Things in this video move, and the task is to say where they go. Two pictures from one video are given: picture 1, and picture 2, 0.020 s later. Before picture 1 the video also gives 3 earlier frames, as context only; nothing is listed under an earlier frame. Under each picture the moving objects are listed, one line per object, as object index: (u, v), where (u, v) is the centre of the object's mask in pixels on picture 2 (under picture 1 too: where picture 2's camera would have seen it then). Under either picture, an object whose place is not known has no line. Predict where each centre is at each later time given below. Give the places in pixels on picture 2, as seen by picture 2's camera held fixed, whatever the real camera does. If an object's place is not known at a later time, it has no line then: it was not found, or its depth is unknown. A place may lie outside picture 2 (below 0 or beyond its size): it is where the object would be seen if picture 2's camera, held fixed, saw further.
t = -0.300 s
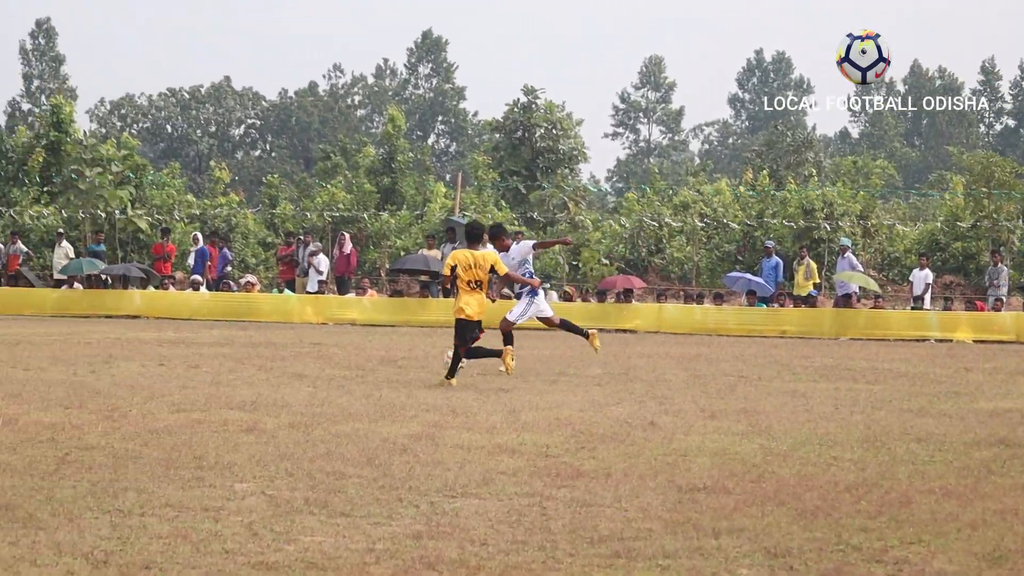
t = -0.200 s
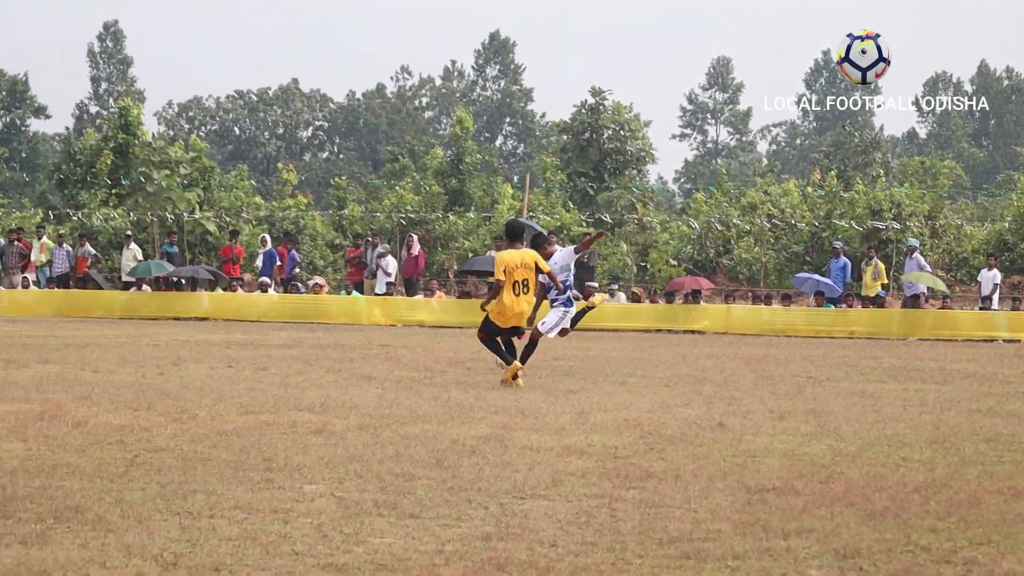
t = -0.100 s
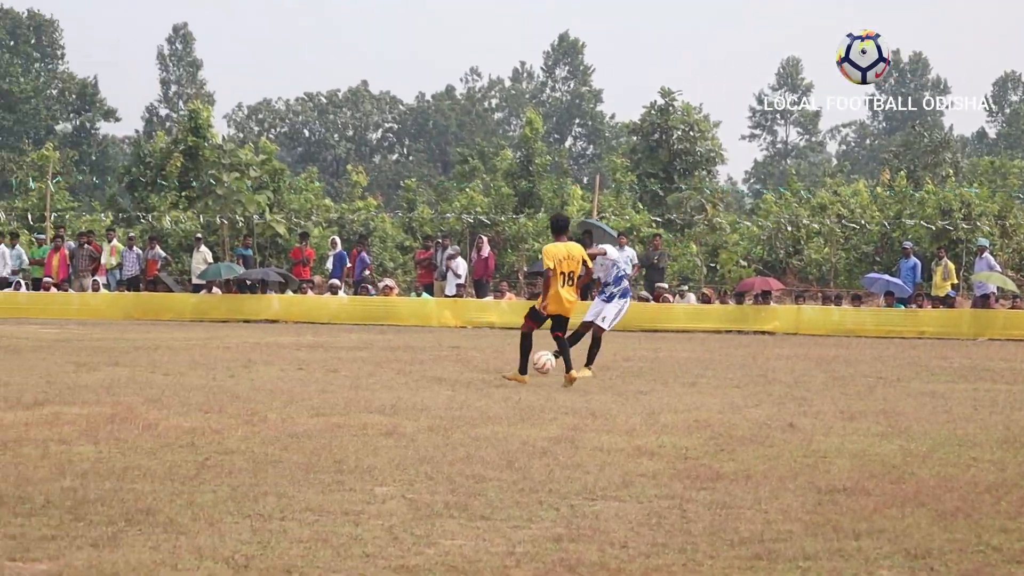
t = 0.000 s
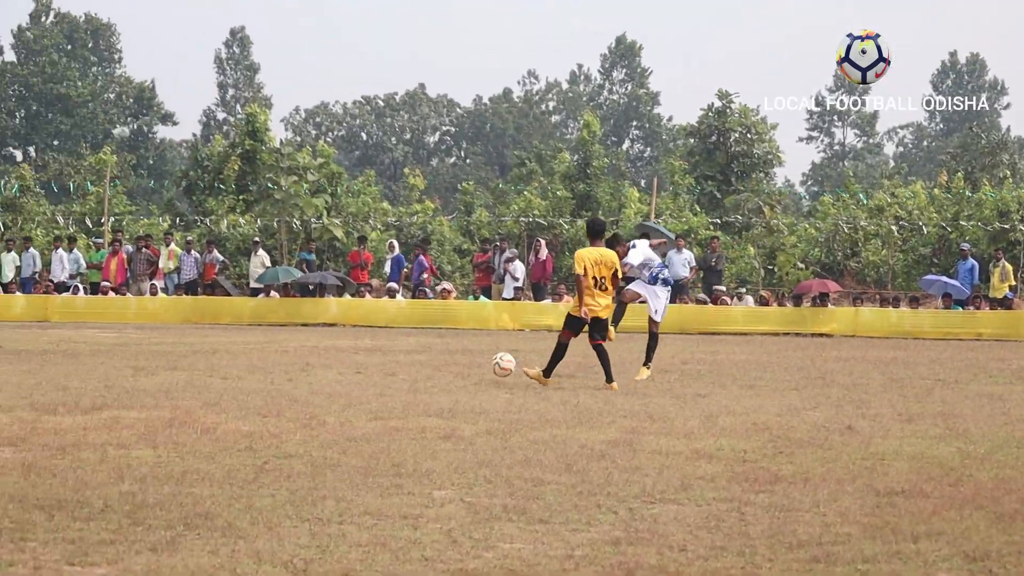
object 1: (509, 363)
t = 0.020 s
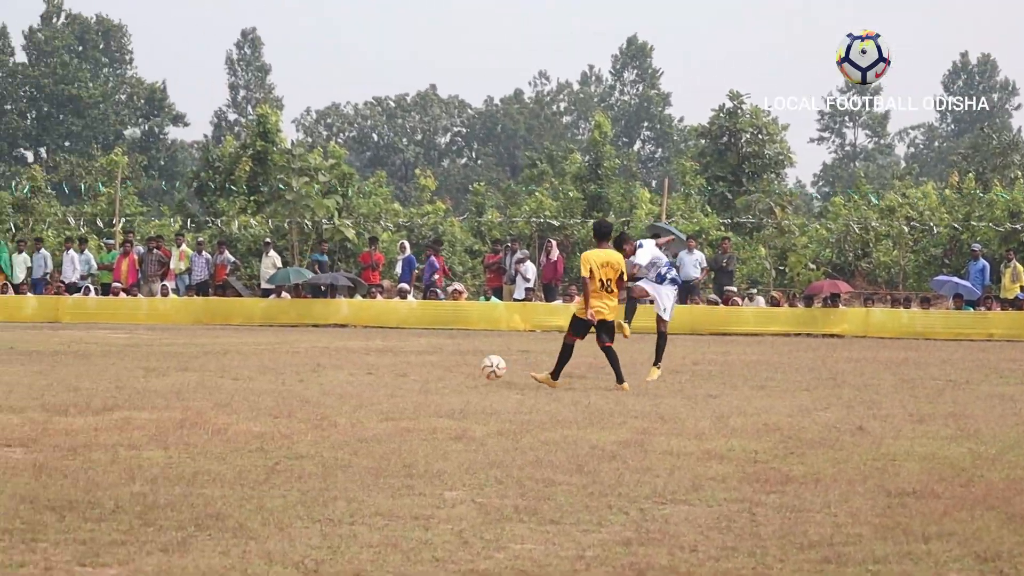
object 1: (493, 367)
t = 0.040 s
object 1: (478, 372)
